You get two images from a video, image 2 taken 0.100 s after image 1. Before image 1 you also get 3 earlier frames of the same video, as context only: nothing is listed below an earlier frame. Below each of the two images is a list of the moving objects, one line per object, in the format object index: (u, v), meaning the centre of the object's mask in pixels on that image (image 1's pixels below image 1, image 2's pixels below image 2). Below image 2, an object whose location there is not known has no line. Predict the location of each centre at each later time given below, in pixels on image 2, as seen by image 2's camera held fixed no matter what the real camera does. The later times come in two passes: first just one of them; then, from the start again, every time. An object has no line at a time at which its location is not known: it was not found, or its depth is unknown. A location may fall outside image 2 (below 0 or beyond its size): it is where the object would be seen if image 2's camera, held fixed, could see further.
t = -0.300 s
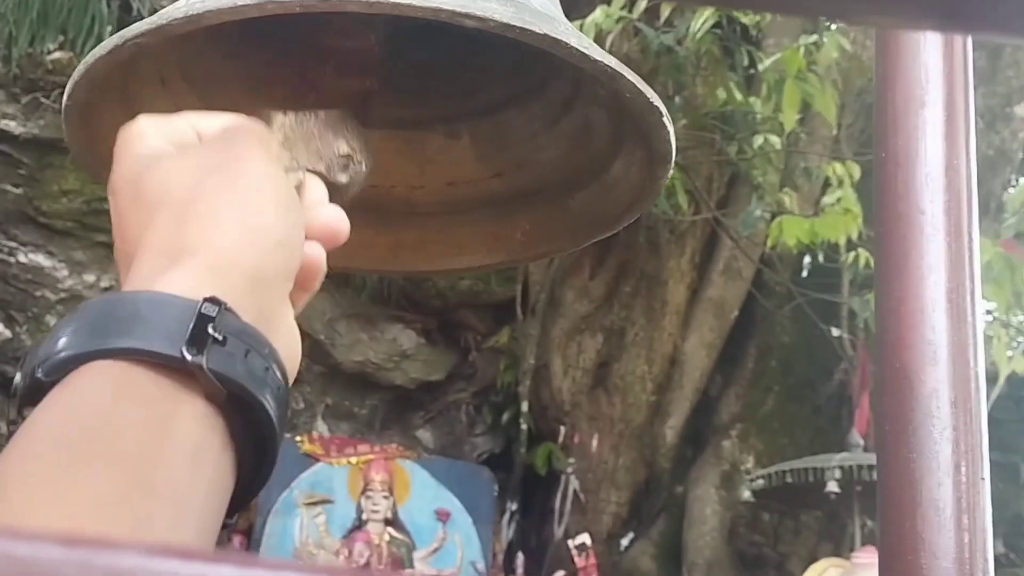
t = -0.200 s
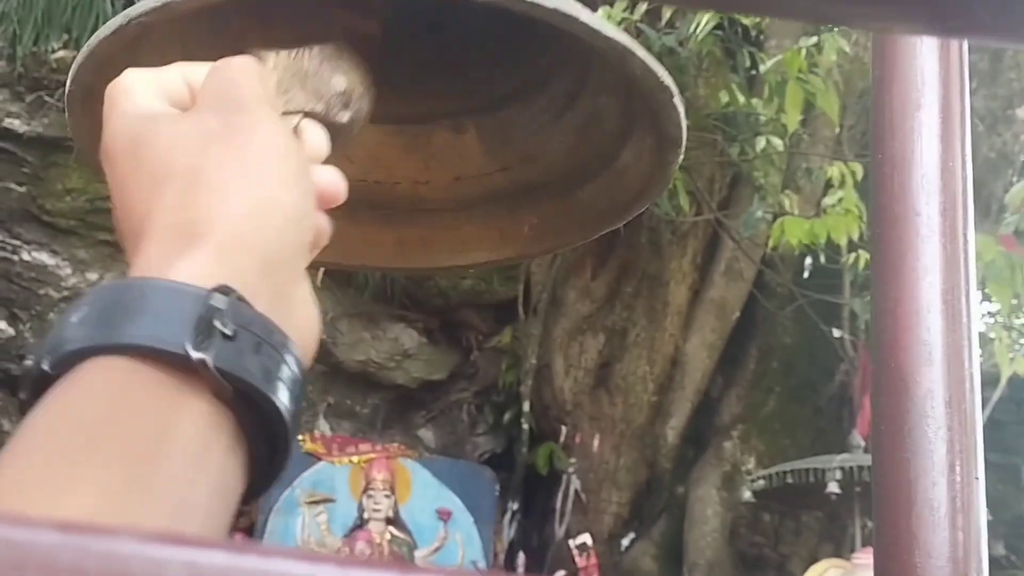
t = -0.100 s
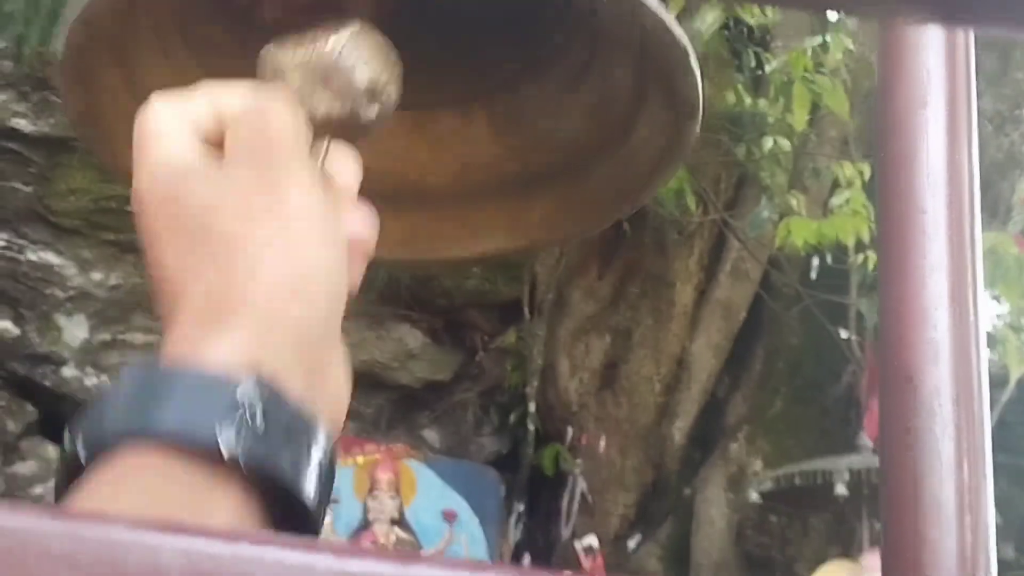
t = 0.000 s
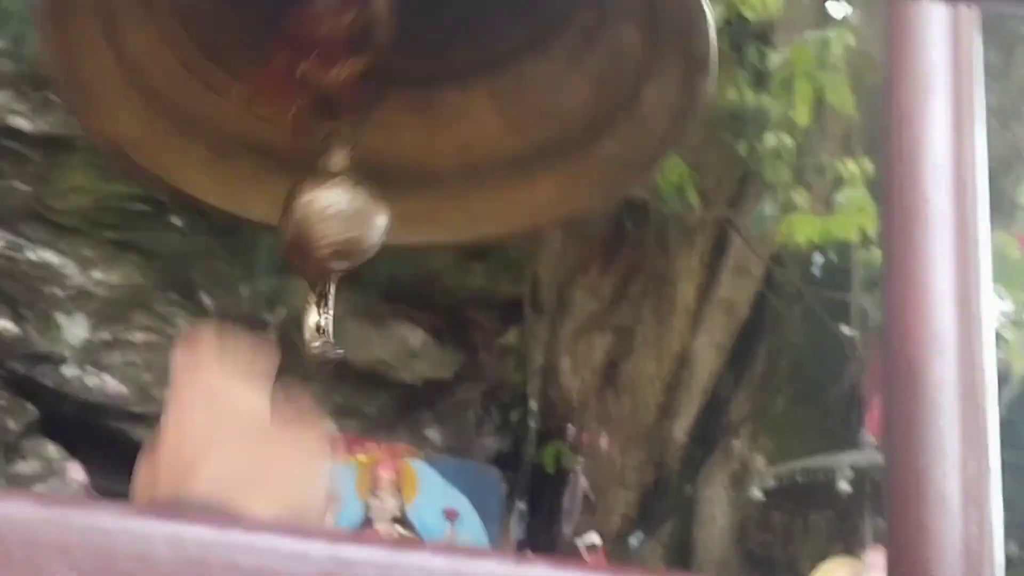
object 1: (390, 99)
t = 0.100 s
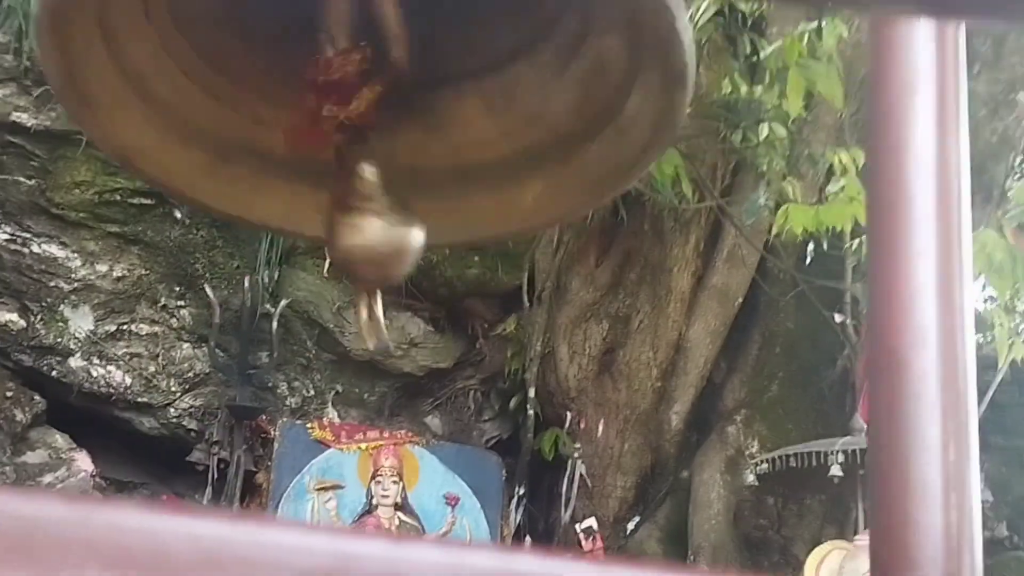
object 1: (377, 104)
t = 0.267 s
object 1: (371, 135)
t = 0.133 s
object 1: (373, 106)
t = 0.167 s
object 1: (366, 111)
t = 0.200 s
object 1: (361, 116)
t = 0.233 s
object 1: (360, 122)
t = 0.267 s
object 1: (371, 135)
